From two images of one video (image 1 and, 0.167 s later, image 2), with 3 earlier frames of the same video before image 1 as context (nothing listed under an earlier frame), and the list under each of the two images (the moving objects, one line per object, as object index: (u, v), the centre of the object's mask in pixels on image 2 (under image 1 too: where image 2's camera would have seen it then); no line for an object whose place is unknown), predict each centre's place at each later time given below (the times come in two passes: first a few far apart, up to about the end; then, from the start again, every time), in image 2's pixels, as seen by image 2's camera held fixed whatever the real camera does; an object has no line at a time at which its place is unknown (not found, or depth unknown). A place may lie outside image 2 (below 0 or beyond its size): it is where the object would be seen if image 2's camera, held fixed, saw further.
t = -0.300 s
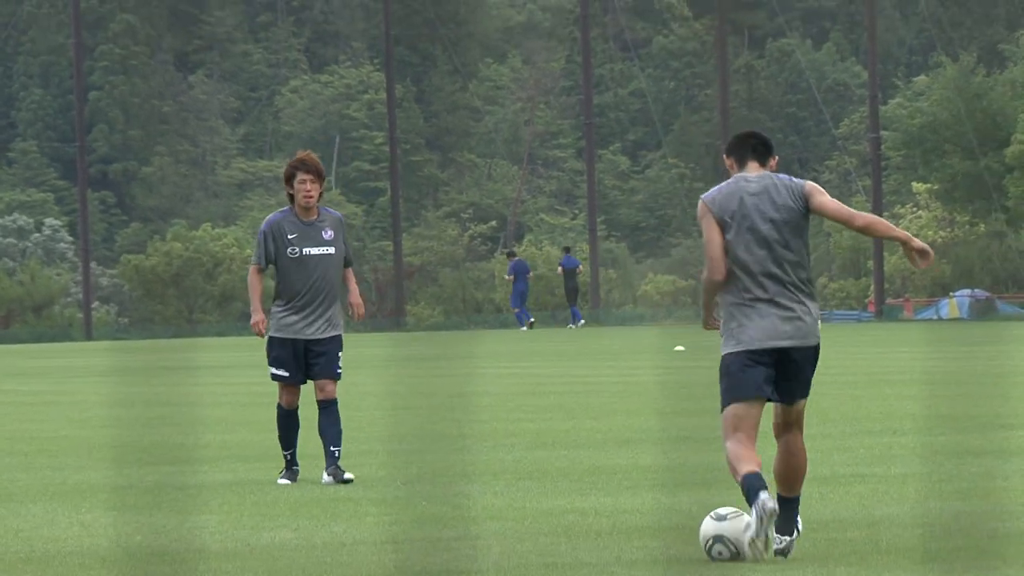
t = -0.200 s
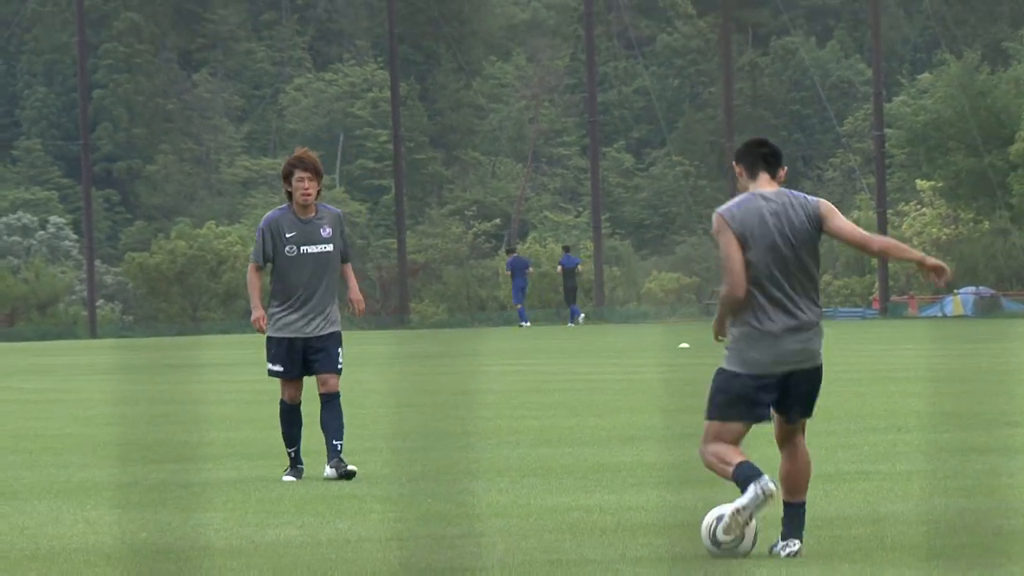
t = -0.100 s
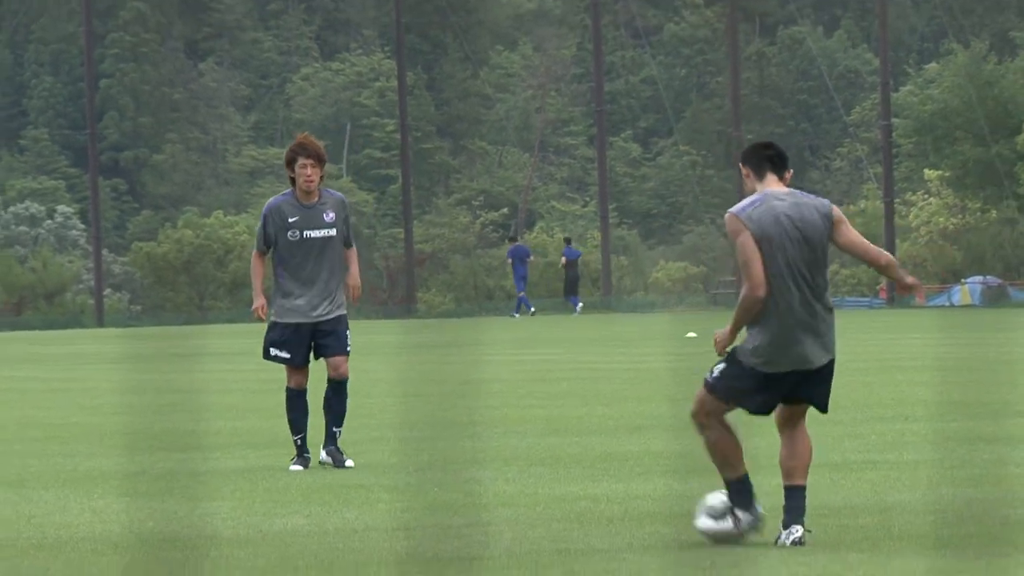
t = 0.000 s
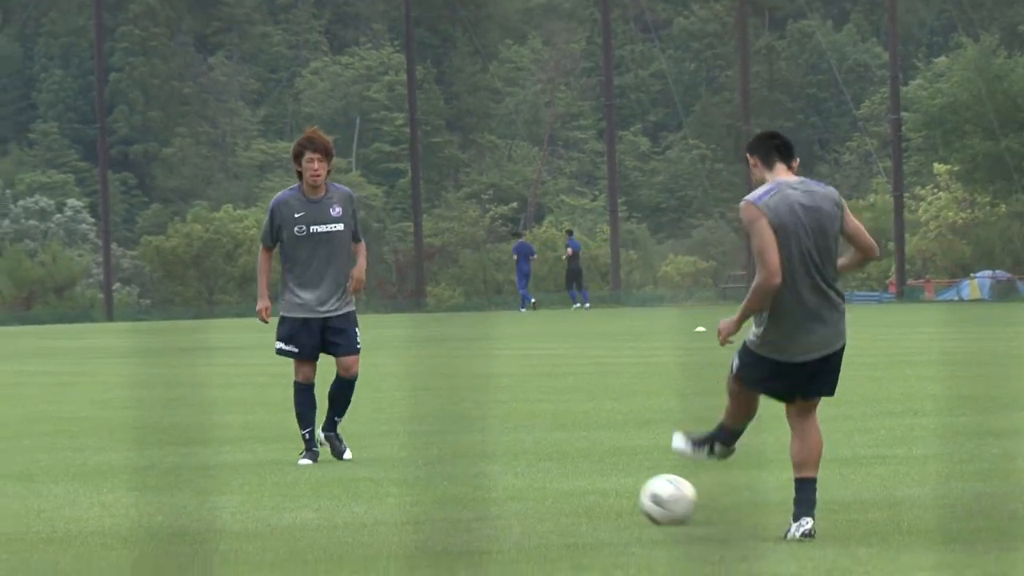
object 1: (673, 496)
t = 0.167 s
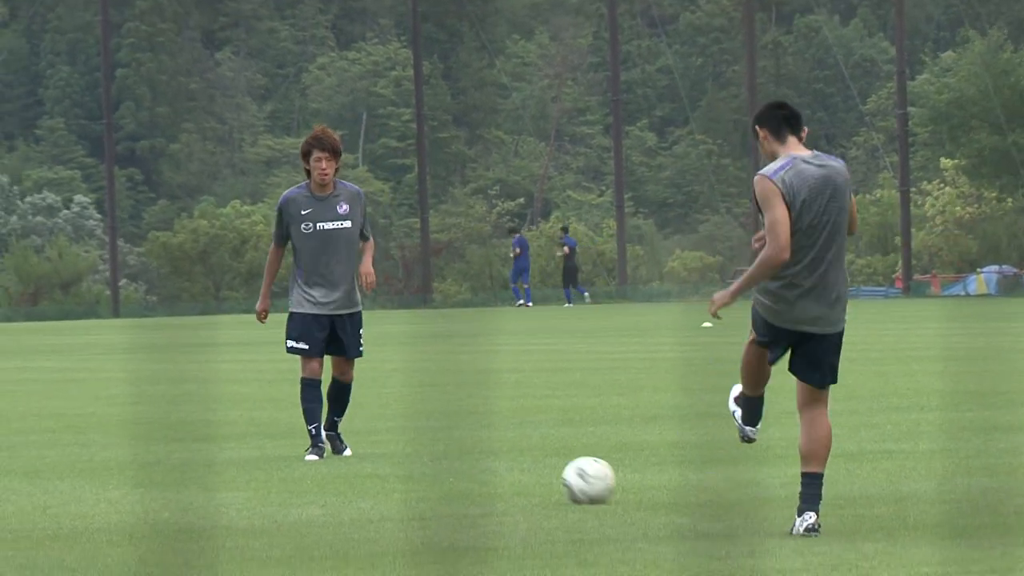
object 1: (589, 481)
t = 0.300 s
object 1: (535, 472)
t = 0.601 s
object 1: (448, 460)
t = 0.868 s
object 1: (395, 450)
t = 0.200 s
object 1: (574, 479)
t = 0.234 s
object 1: (560, 476)
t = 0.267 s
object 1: (547, 474)
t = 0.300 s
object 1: (535, 472)
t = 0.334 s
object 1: (523, 470)
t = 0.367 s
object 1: (512, 468)
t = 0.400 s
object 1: (501, 466)
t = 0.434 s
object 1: (492, 466)
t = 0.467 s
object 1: (481, 465)
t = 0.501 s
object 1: (472, 463)
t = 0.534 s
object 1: (464, 461)
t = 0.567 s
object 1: (455, 461)
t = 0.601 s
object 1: (448, 460)
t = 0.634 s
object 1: (441, 457)
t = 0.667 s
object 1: (434, 455)
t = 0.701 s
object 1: (427, 455)
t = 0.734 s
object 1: (420, 455)
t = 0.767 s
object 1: (413, 453)
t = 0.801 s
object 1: (408, 452)
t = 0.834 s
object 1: (402, 451)
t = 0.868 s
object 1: (395, 450)
